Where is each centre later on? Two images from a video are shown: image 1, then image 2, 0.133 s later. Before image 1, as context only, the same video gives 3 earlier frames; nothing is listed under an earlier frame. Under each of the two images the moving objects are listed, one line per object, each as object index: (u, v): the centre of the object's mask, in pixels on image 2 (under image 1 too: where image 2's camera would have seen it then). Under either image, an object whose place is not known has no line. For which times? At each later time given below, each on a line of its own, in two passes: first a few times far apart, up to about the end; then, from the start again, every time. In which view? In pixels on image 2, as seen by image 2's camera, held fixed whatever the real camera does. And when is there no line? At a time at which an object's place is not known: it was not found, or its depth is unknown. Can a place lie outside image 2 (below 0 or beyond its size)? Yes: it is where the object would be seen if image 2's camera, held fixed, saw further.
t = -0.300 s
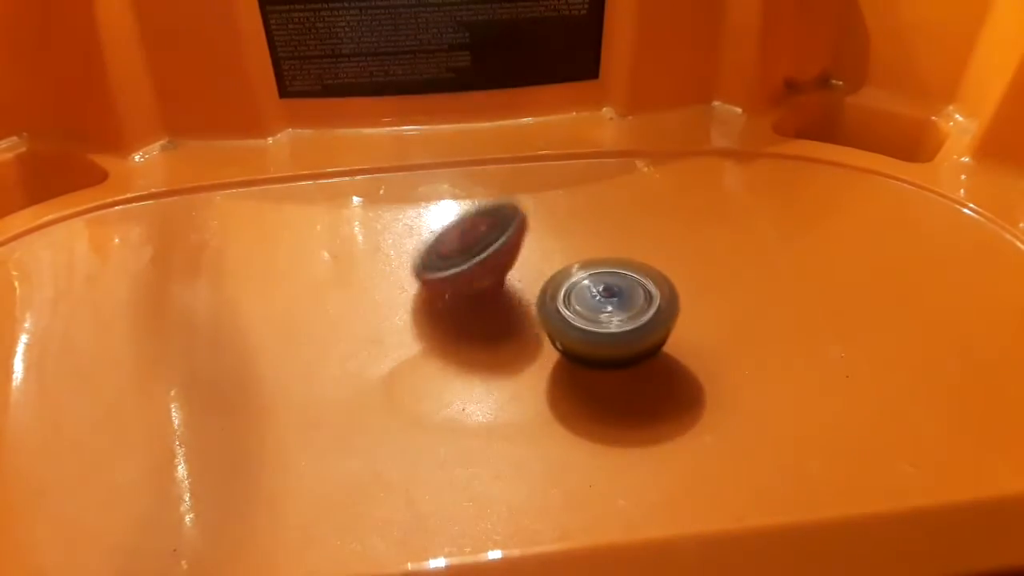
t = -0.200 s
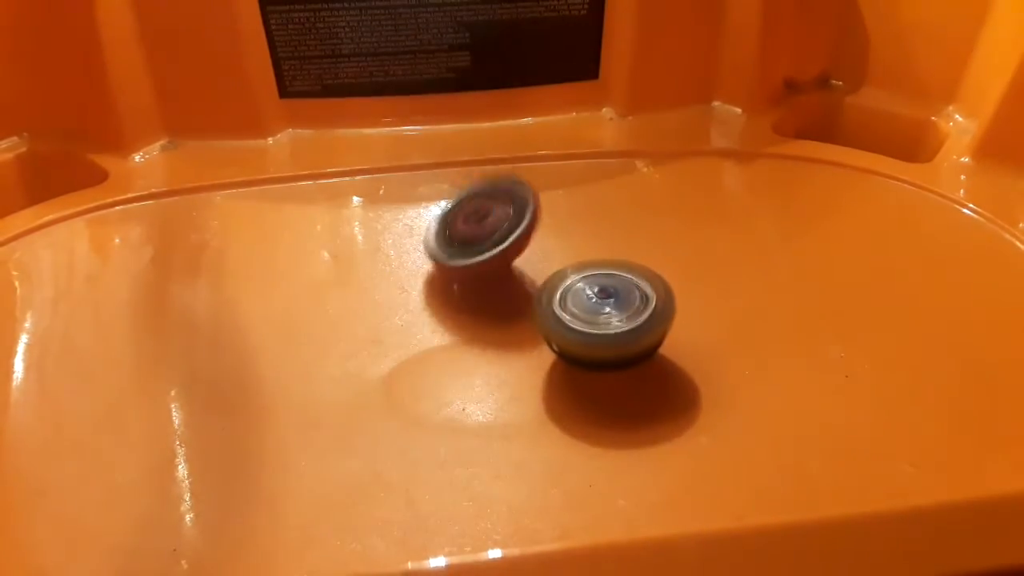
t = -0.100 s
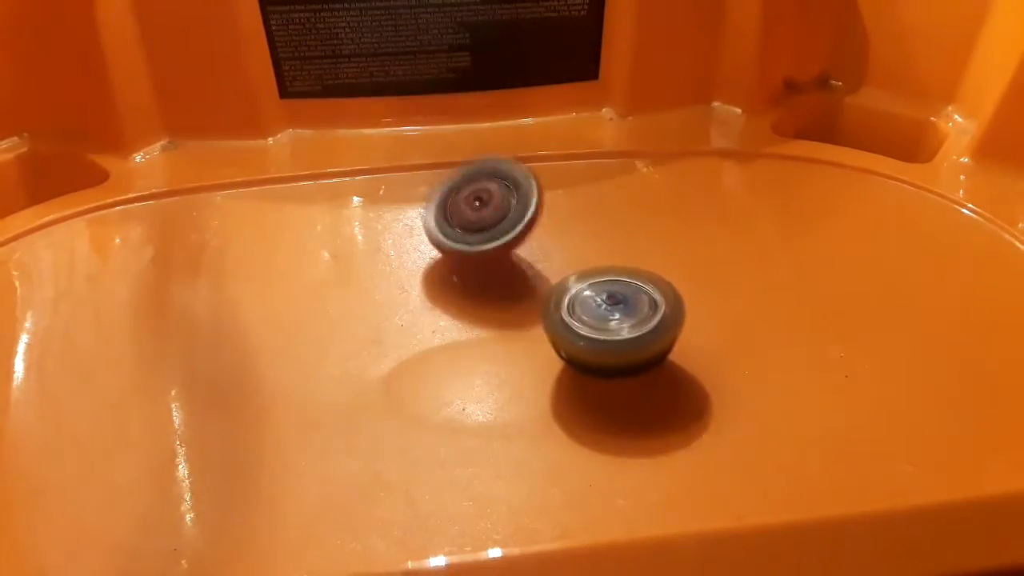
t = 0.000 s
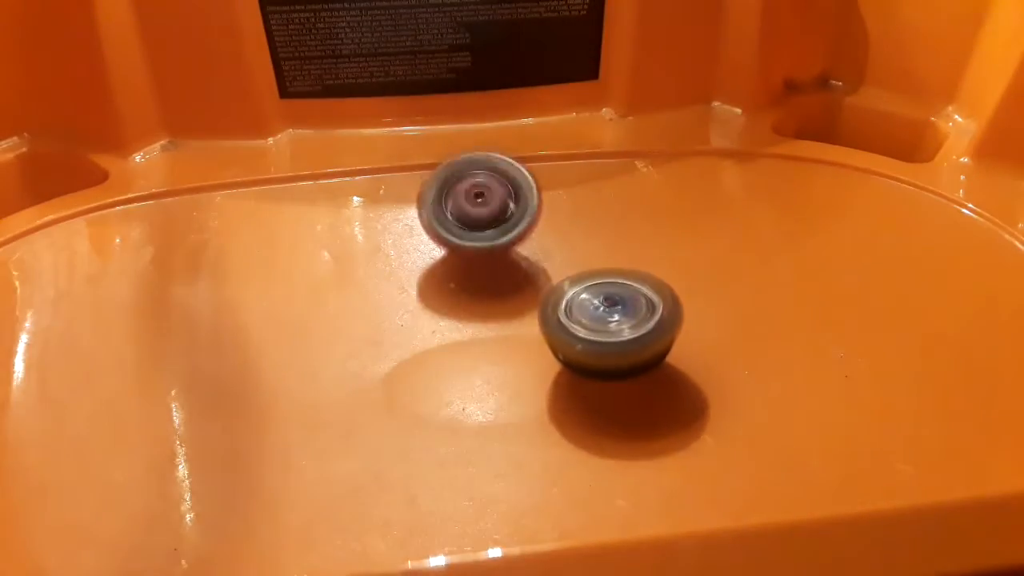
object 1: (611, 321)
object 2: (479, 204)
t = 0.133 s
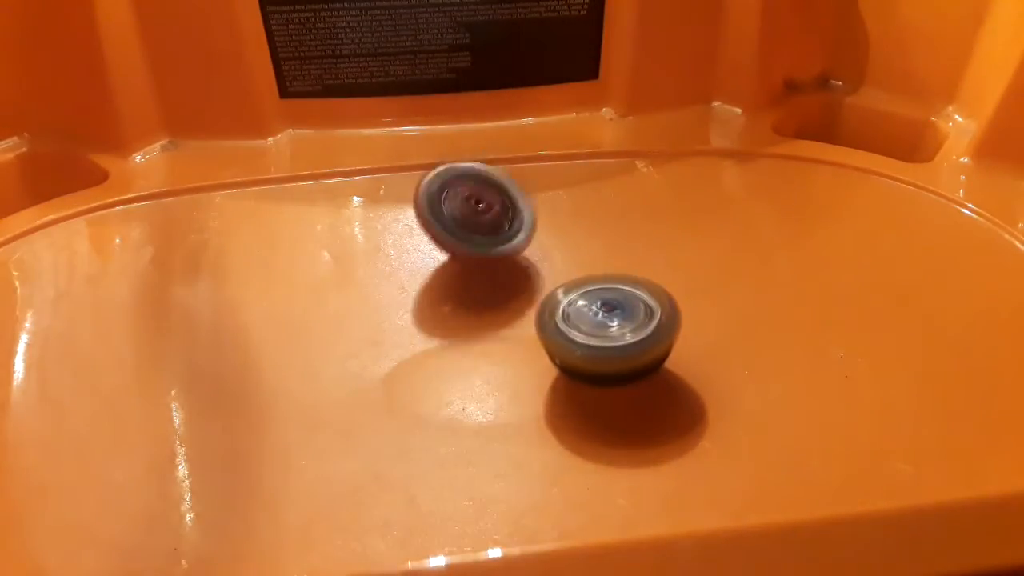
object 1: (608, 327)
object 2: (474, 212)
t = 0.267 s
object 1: (607, 332)
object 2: (476, 241)
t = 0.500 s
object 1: (599, 351)
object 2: (518, 279)
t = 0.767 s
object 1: (568, 384)
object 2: (559, 264)
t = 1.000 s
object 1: (533, 407)
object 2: (559, 260)
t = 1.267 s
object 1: (486, 402)
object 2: (570, 286)
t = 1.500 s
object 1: (425, 392)
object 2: (603, 304)
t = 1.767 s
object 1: (376, 385)
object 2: (634, 299)
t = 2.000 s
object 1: (373, 367)
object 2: (623, 299)
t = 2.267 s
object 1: (380, 345)
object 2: (614, 323)
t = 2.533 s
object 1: (382, 328)
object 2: (633, 348)
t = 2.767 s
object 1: (394, 319)
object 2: (642, 349)
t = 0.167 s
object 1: (609, 330)
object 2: (473, 218)
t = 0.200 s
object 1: (609, 331)
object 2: (473, 224)
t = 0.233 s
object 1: (609, 331)
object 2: (475, 233)
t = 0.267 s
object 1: (607, 332)
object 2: (476, 241)
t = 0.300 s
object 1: (605, 336)
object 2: (482, 249)
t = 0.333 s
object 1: (604, 341)
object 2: (487, 258)
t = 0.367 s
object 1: (602, 342)
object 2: (496, 269)
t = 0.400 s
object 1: (601, 342)
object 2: (502, 274)
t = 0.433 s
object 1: (601, 345)
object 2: (508, 278)
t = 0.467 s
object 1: (600, 348)
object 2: (513, 279)
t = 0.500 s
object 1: (599, 351)
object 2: (518, 279)
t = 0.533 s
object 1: (597, 355)
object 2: (526, 278)
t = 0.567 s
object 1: (594, 359)
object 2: (532, 277)
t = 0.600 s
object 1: (590, 362)
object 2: (538, 275)
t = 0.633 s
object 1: (586, 366)
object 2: (545, 272)
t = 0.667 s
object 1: (583, 370)
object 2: (551, 270)
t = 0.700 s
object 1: (577, 375)
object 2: (553, 269)
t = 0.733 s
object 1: (574, 378)
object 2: (556, 266)
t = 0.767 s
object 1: (568, 384)
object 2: (559, 264)
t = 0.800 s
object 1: (564, 389)
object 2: (560, 262)
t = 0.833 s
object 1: (559, 392)
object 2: (562, 260)
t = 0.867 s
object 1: (553, 396)
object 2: (561, 259)
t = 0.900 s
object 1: (549, 400)
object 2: (562, 258)
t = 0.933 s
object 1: (543, 402)
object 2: (561, 257)
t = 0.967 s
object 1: (539, 405)
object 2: (561, 258)
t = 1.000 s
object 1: (533, 407)
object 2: (559, 260)
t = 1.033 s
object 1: (529, 408)
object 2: (559, 262)
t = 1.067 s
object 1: (524, 408)
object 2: (559, 264)
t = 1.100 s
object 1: (519, 408)
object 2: (560, 266)
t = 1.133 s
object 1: (515, 408)
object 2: (561, 269)
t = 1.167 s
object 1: (508, 407)
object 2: (562, 273)
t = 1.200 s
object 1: (501, 406)
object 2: (564, 278)
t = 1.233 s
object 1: (494, 404)
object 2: (565, 280)
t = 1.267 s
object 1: (486, 402)
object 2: (570, 286)
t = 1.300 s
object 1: (477, 400)
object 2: (573, 291)
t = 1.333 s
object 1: (468, 399)
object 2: (576, 292)
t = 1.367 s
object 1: (460, 397)
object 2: (579, 296)
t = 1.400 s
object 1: (452, 396)
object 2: (586, 300)
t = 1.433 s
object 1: (443, 394)
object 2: (591, 301)
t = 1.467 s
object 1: (434, 393)
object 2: (597, 303)
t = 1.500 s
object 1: (425, 392)
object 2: (603, 304)
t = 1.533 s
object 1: (416, 390)
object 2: (608, 304)
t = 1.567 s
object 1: (408, 389)
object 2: (614, 303)
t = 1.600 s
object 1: (401, 388)
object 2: (619, 304)
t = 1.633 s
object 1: (394, 388)
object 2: (624, 303)
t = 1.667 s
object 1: (387, 387)
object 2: (626, 303)
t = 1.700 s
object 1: (381, 387)
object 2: (629, 302)
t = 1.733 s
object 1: (377, 386)
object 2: (629, 300)
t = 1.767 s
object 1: (376, 385)
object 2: (634, 299)
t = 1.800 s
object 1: (375, 383)
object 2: (633, 298)
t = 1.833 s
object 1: (374, 381)
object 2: (633, 297)
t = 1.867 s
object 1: (374, 379)
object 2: (632, 297)
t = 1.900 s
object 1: (373, 376)
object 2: (632, 296)
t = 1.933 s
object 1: (373, 373)
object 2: (628, 297)
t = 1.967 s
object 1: (373, 370)
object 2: (626, 297)
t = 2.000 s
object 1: (373, 367)
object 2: (623, 299)
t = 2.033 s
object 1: (374, 364)
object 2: (622, 300)
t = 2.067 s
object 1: (375, 362)
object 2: (621, 304)
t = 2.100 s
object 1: (376, 359)
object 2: (619, 306)
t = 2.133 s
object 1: (378, 356)
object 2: (617, 311)
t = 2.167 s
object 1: (380, 354)
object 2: (616, 314)
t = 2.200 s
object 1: (382, 351)
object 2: (616, 317)
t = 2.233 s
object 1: (382, 348)
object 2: (613, 319)
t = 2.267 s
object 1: (380, 345)
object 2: (614, 323)
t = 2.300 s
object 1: (379, 342)
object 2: (616, 328)
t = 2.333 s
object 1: (378, 340)
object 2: (619, 332)
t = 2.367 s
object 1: (379, 337)
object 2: (619, 335)
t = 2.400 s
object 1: (379, 335)
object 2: (621, 339)
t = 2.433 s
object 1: (380, 333)
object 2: (624, 343)
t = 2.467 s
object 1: (381, 331)
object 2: (628, 345)
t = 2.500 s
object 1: (381, 329)
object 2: (630, 347)
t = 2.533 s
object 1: (382, 328)
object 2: (633, 348)
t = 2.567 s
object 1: (384, 327)
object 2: (635, 349)
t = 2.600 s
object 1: (385, 326)
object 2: (639, 350)
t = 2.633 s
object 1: (387, 325)
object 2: (640, 350)
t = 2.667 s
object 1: (388, 323)
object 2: (644, 349)
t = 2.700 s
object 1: (390, 322)
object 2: (643, 347)
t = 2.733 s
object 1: (392, 321)
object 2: (644, 348)
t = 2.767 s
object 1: (394, 319)
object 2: (642, 349)
